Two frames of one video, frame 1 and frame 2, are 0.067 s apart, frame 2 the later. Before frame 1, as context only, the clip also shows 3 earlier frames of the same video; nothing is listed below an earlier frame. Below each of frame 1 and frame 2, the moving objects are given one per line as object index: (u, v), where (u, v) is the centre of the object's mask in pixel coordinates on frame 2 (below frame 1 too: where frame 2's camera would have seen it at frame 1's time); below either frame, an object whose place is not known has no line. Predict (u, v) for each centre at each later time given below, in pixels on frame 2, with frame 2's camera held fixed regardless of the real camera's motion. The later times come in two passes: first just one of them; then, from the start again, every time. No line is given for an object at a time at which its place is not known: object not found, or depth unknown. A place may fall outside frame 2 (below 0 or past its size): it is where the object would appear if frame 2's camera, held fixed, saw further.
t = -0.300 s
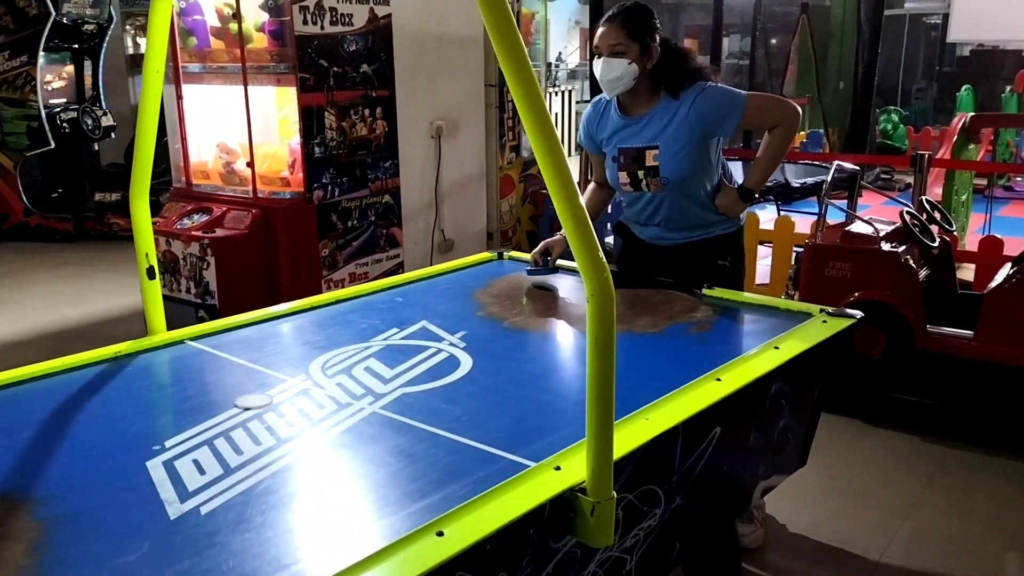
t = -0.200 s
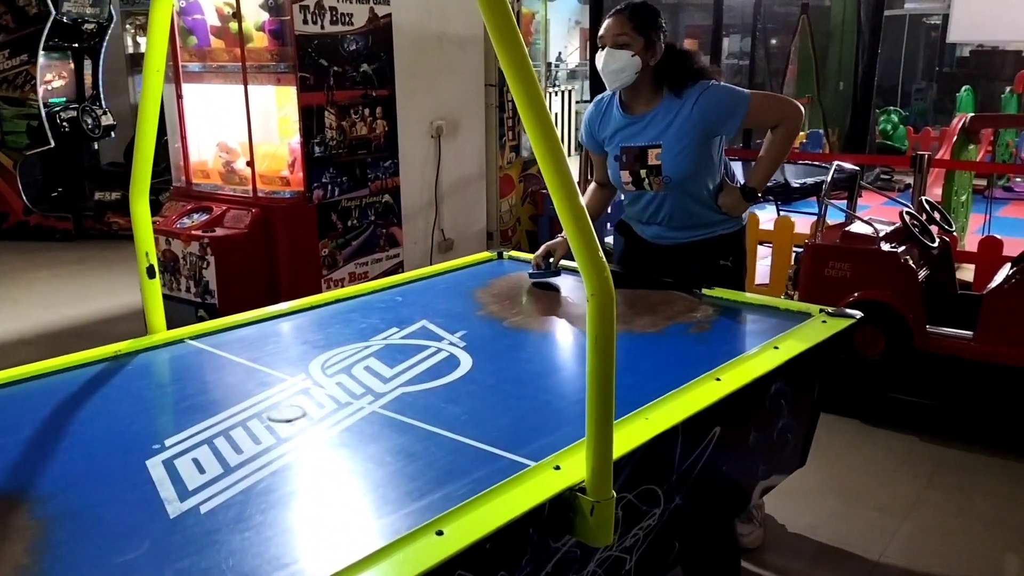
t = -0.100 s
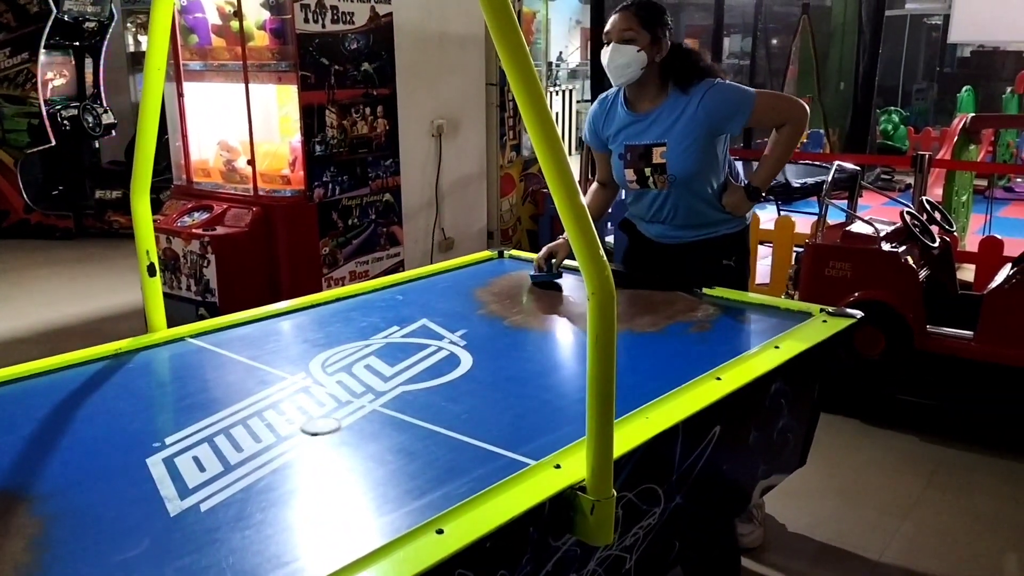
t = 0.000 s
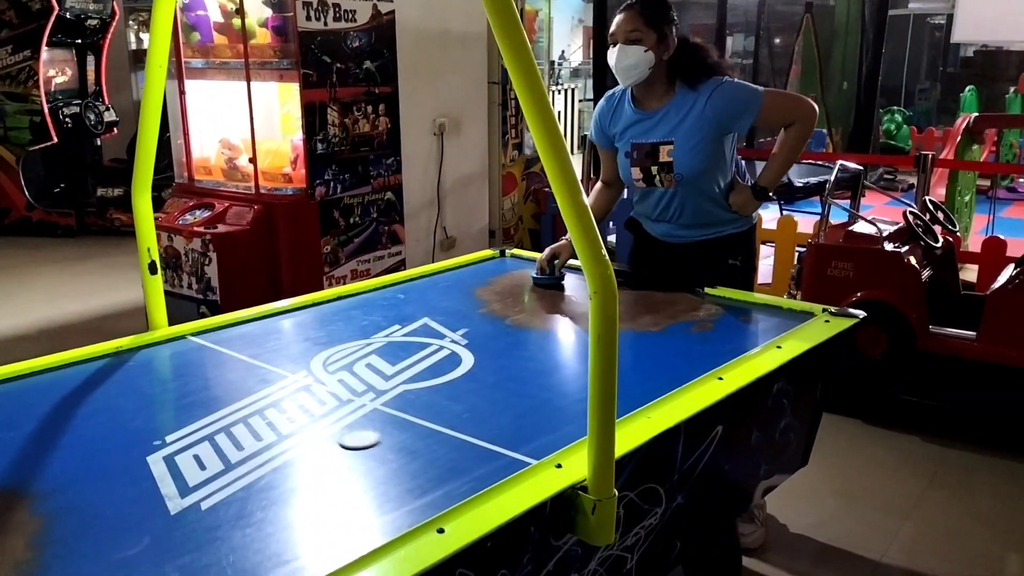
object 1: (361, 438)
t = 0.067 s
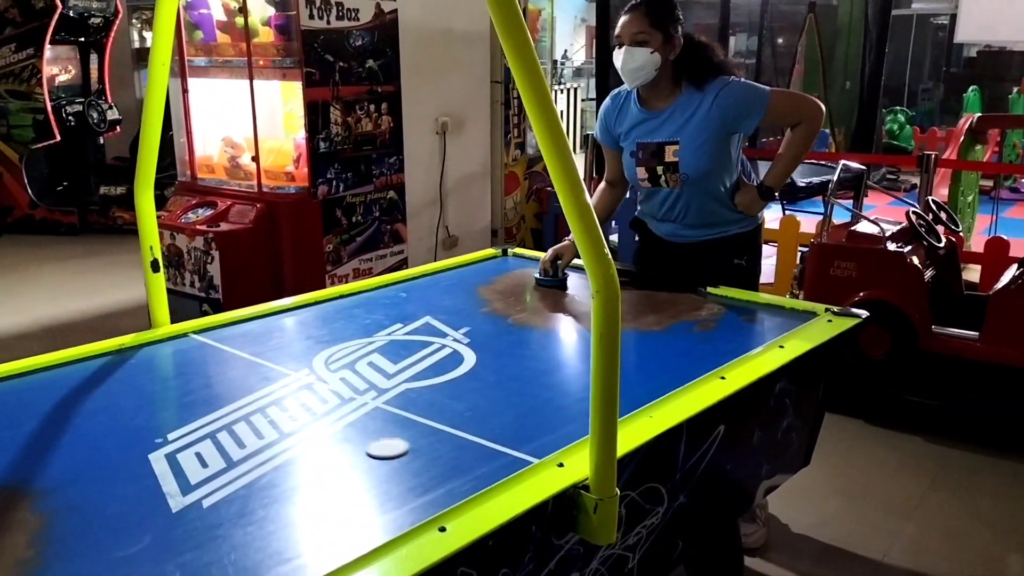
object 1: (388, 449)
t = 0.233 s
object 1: (458, 477)
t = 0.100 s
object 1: (401, 454)
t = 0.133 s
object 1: (415, 459)
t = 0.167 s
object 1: (429, 465)
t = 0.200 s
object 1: (443, 471)
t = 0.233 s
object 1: (458, 477)
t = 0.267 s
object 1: (471, 482)
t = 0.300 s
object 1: (469, 481)
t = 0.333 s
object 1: (457, 476)
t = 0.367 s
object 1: (445, 471)
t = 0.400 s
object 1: (432, 466)
